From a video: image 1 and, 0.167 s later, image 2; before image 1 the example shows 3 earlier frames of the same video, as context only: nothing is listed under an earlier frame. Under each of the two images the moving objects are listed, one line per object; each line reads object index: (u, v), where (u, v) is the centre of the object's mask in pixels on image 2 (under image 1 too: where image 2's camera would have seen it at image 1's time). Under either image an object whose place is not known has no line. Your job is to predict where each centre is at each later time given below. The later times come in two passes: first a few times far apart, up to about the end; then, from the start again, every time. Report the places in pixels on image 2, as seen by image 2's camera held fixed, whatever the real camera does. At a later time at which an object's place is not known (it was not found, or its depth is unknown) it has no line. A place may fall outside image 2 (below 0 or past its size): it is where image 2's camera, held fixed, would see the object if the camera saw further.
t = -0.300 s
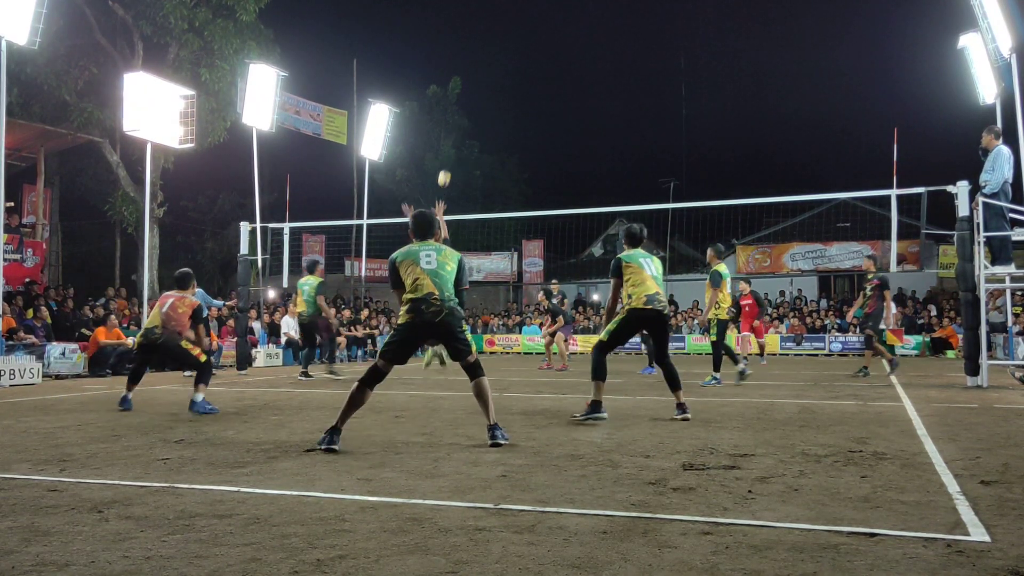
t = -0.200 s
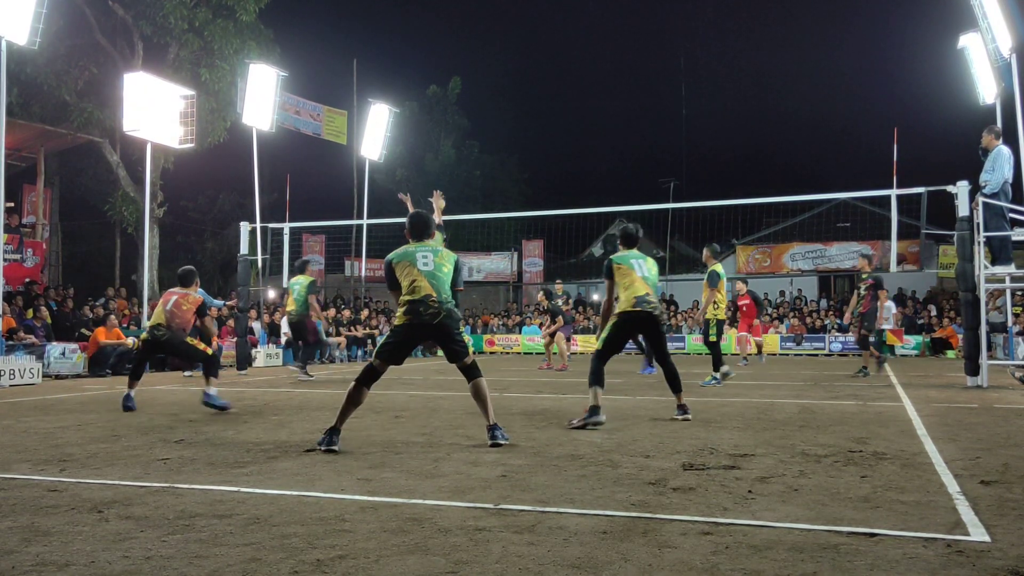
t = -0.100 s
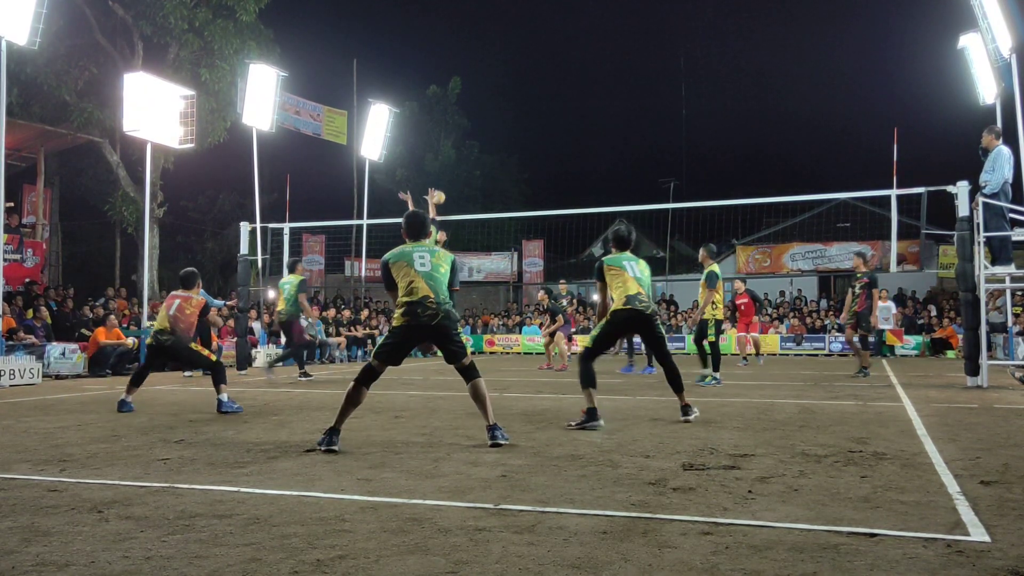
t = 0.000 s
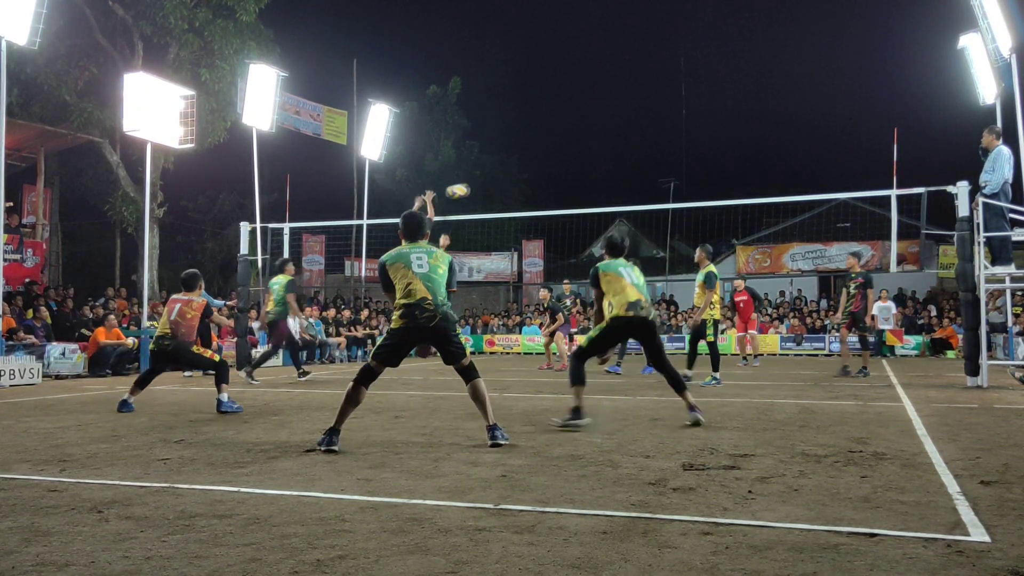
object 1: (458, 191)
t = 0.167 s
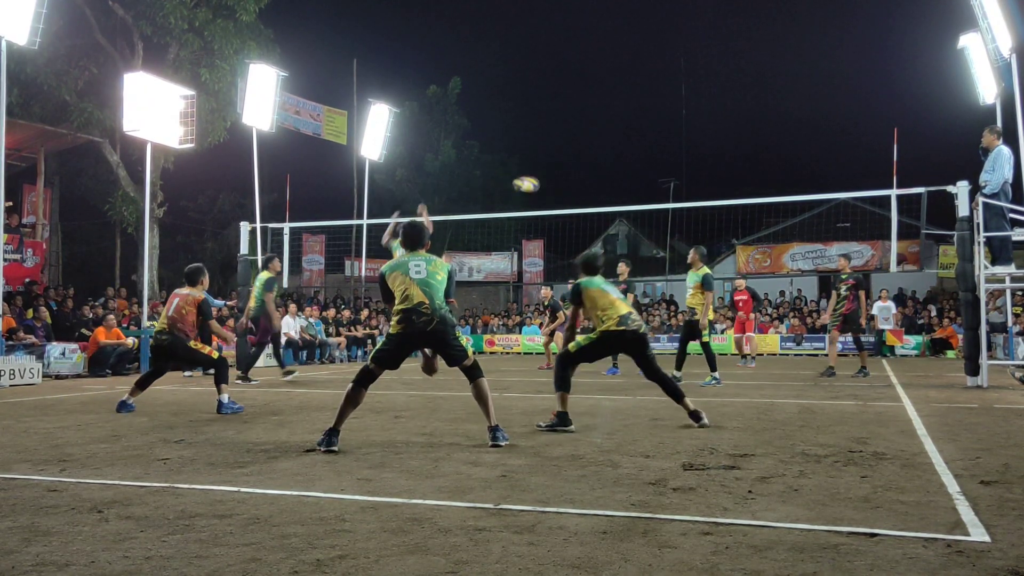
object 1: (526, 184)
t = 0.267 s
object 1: (570, 190)
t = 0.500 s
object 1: (688, 241)
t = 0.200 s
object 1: (540, 185)
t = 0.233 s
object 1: (556, 187)
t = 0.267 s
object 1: (570, 190)
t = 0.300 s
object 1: (586, 194)
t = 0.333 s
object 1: (602, 198)
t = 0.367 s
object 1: (618, 205)
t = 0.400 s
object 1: (635, 212)
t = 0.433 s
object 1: (652, 220)
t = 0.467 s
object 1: (670, 230)
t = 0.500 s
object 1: (688, 241)
